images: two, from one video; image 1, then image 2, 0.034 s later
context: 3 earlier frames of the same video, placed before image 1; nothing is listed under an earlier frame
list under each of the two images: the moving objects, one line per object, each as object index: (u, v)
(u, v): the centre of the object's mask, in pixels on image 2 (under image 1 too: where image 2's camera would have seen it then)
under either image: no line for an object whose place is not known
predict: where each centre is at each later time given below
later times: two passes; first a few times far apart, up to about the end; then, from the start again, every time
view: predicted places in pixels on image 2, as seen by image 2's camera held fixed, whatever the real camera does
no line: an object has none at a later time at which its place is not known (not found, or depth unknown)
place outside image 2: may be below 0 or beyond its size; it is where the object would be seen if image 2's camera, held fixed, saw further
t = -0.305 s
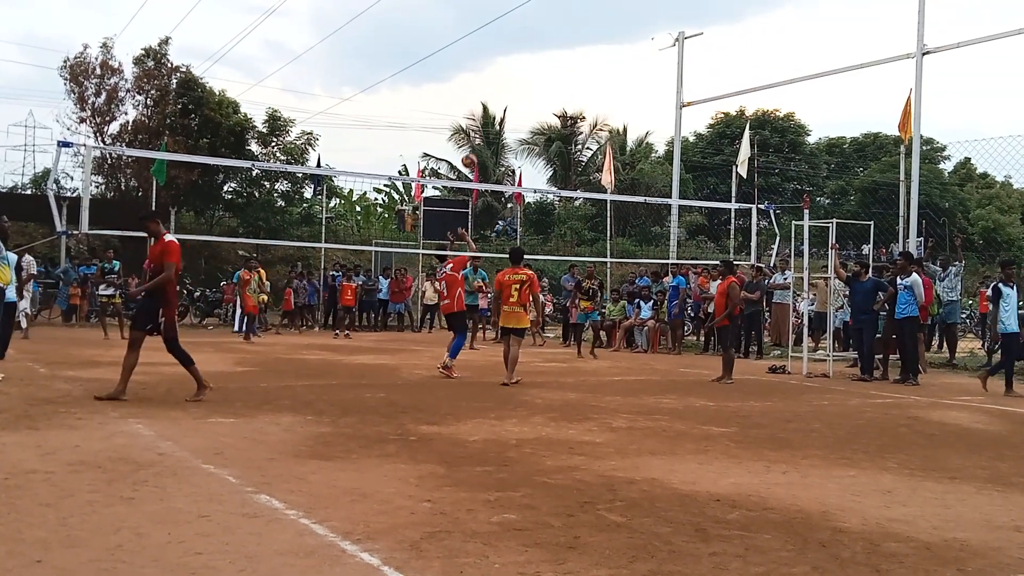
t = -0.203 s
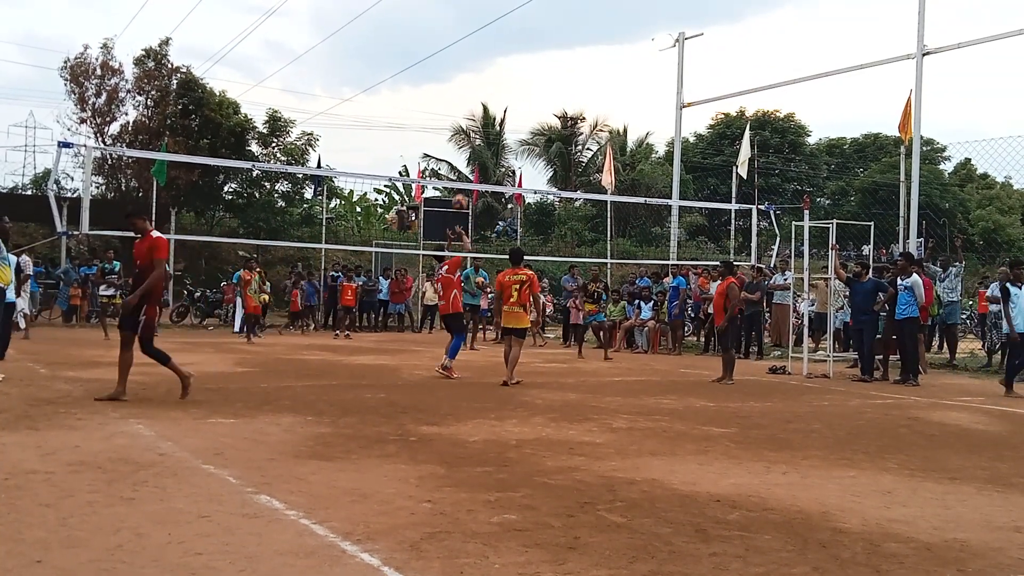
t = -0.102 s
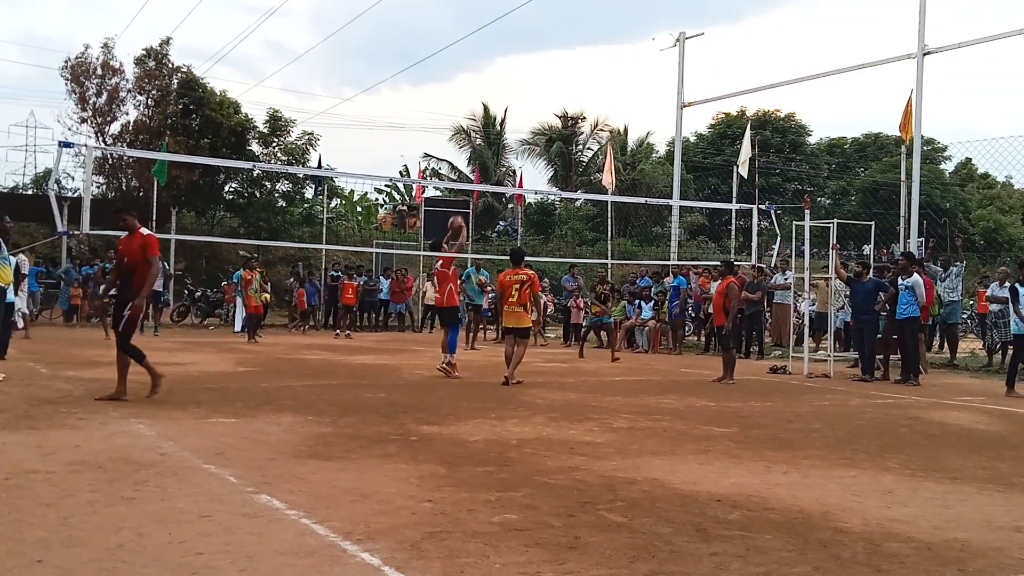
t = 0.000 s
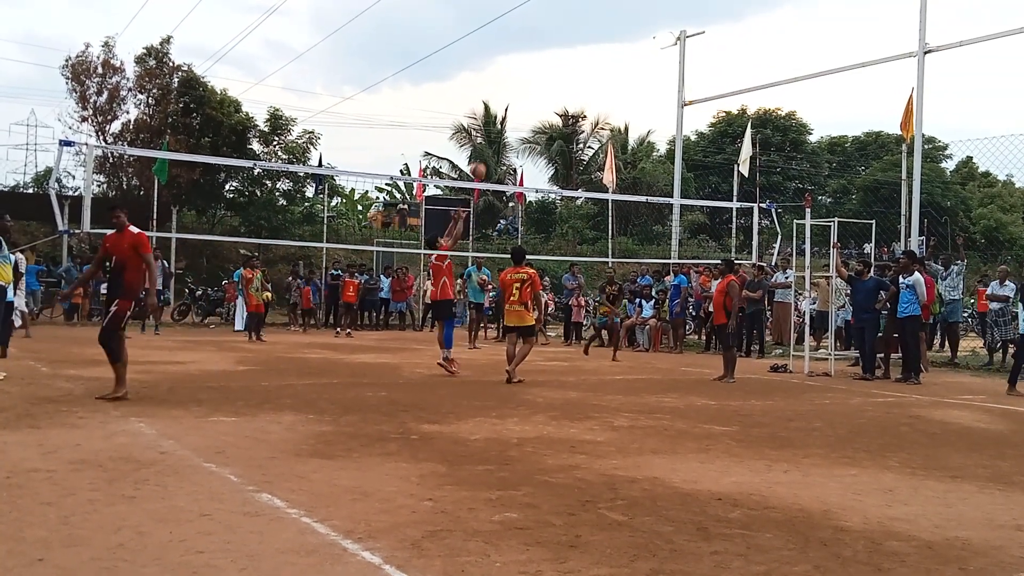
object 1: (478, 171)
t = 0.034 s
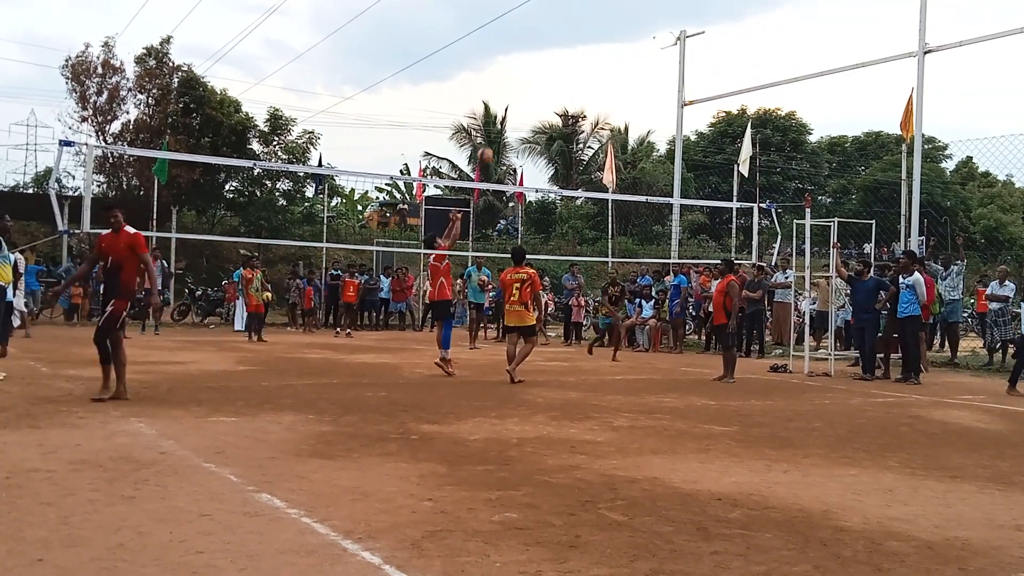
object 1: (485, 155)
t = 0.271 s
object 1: (531, 73)
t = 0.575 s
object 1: (586, 32)
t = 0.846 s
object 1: (629, 52)
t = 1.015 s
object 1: (654, 89)
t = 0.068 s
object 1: (492, 140)
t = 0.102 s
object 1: (499, 127)
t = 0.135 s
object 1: (505, 115)
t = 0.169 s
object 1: (512, 103)
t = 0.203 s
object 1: (518, 92)
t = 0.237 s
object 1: (525, 82)
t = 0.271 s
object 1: (531, 73)
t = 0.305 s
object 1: (538, 65)
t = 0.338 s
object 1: (544, 58)
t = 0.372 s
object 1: (550, 52)
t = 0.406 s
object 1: (556, 46)
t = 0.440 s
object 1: (562, 42)
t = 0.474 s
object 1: (568, 38)
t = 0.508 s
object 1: (574, 36)
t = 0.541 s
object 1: (580, 34)
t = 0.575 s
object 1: (586, 32)
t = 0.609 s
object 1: (592, 32)
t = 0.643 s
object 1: (597, 33)
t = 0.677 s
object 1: (603, 34)
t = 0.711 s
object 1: (608, 36)
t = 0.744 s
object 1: (614, 39)
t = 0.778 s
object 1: (619, 42)
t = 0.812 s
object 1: (624, 47)
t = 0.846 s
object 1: (629, 52)
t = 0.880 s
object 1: (634, 58)
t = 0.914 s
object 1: (639, 65)
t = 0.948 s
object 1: (644, 72)
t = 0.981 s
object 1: (649, 80)
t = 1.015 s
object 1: (654, 89)
